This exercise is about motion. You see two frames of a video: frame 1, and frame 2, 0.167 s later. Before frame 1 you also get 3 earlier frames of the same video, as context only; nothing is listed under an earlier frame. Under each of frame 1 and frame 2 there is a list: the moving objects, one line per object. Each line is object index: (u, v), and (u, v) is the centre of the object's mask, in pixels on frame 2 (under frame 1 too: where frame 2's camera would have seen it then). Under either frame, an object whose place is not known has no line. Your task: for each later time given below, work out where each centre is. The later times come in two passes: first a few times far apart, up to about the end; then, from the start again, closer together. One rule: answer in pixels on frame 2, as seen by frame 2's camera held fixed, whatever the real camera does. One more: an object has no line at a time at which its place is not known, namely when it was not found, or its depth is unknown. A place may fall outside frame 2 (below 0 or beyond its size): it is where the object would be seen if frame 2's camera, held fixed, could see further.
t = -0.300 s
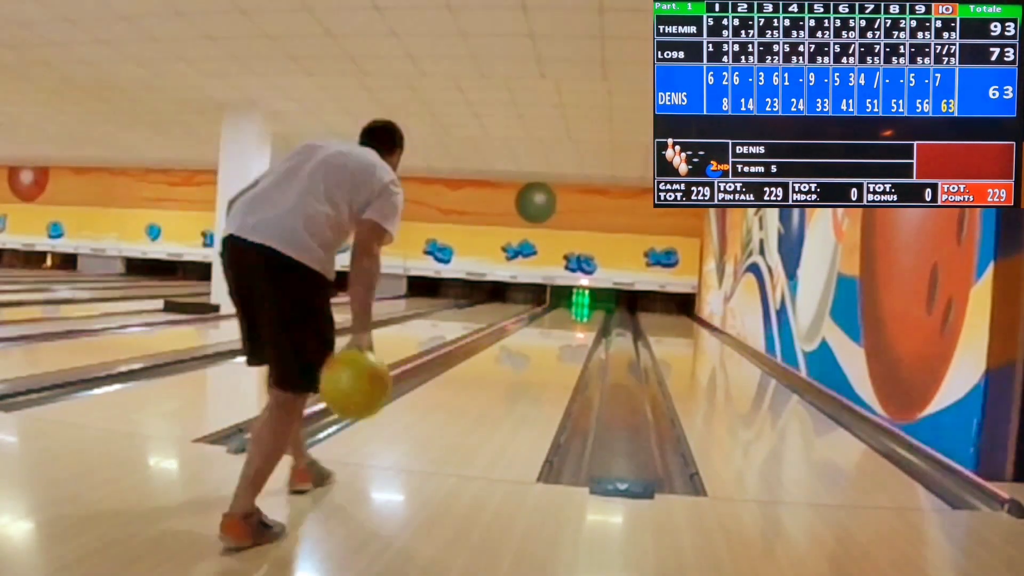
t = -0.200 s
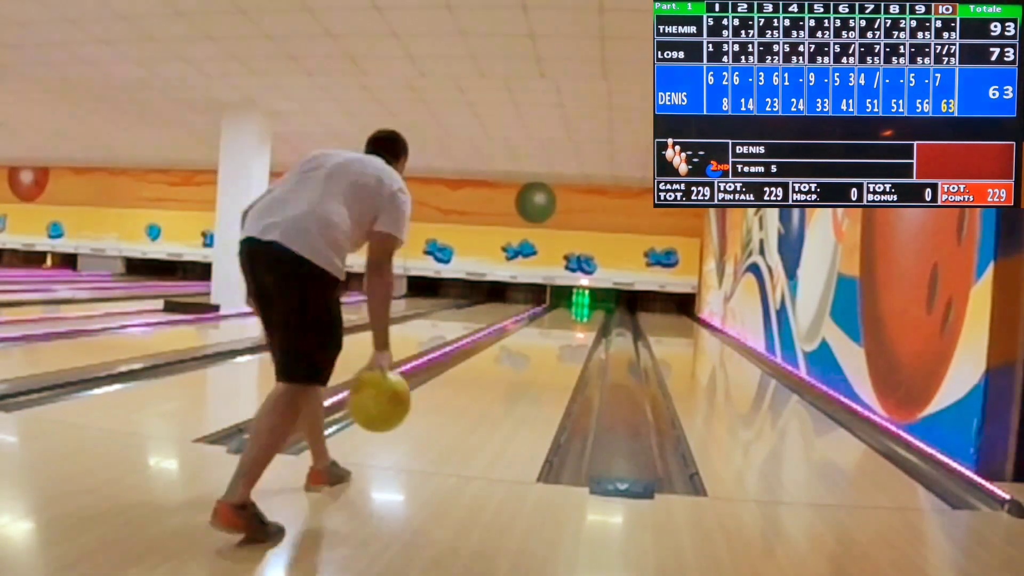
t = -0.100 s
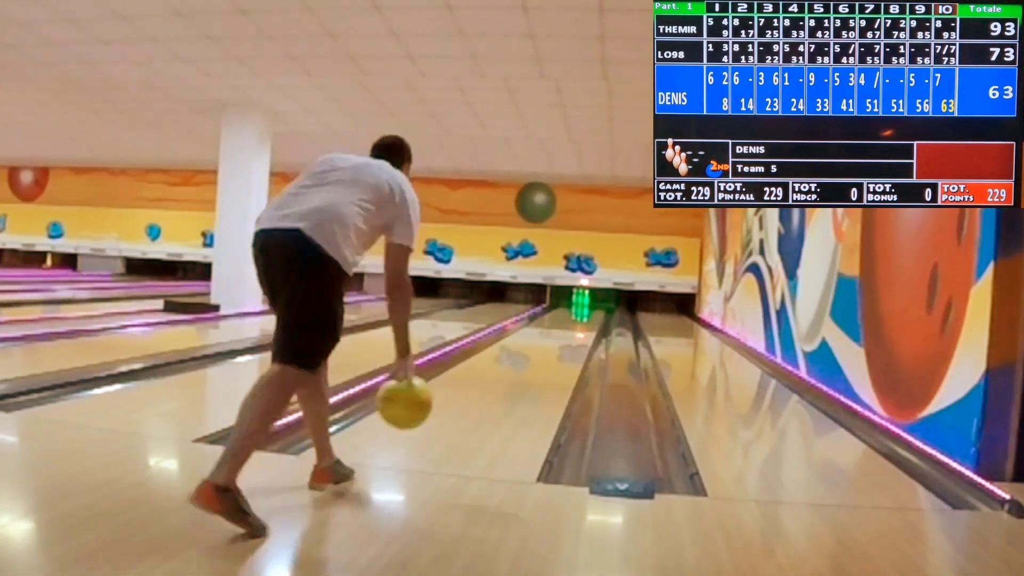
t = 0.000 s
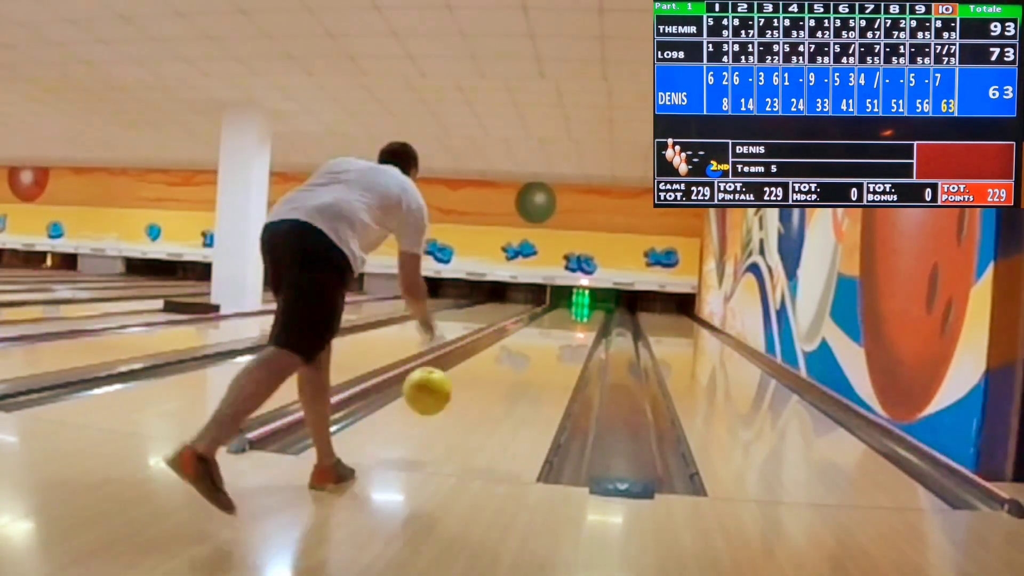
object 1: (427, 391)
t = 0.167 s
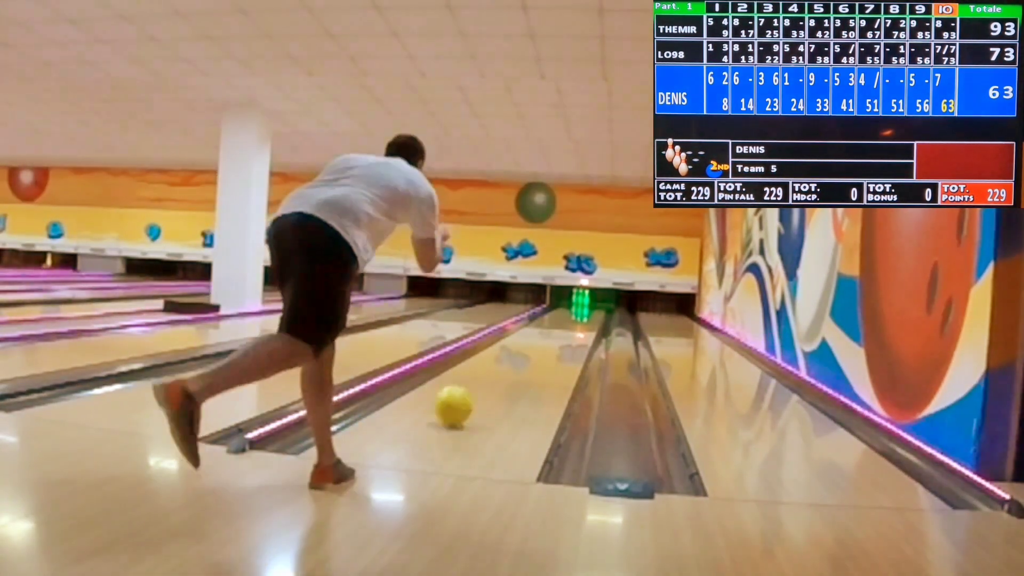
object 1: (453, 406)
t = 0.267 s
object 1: (466, 387)
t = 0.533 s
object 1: (489, 368)
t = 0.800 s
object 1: (504, 352)
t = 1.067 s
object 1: (514, 340)
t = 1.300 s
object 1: (522, 332)
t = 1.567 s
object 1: (529, 325)
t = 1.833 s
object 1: (534, 320)
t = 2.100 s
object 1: (538, 316)
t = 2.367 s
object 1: (541, 313)
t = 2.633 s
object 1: (542, 310)
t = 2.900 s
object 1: (541, 310)
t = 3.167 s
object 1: (546, 308)
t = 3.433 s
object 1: (549, 307)
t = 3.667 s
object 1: (552, 305)
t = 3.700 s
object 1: (552, 305)
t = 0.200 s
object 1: (458, 397)
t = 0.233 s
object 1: (462, 392)
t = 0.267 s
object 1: (466, 387)
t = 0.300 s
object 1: (469, 386)
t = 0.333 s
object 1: (473, 385)
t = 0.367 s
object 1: (476, 382)
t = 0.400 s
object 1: (479, 379)
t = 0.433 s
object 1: (481, 377)
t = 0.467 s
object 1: (484, 373)
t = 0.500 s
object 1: (486, 371)
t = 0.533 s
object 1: (489, 368)
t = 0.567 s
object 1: (491, 365)
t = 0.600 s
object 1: (493, 363)
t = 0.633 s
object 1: (495, 361)
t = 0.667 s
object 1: (498, 358)
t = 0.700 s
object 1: (500, 358)
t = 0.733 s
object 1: (501, 355)
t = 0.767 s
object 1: (503, 354)
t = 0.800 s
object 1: (504, 352)
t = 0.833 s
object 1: (506, 350)
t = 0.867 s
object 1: (507, 349)
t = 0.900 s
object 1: (508, 347)
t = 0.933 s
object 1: (510, 346)
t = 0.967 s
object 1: (511, 344)
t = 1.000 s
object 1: (512, 343)
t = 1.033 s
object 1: (513, 341)
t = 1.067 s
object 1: (514, 340)
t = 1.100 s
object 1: (515, 339)
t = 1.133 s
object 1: (517, 337)
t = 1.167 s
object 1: (518, 336)
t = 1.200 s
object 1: (519, 335)
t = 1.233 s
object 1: (520, 334)
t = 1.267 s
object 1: (521, 333)
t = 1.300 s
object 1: (522, 332)
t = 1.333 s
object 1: (523, 331)
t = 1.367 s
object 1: (524, 330)
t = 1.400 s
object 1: (525, 330)
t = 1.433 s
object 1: (525, 329)
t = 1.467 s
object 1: (527, 327)
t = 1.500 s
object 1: (527, 327)
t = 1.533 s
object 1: (528, 326)
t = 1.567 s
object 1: (529, 325)
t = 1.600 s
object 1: (529, 325)
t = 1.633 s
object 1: (530, 324)
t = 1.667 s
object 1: (531, 323)
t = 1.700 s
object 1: (531, 323)
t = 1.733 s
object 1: (532, 322)
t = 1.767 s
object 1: (533, 321)
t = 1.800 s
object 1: (533, 320)
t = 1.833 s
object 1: (534, 320)
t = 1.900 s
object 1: (534, 320)
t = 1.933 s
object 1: (535, 319)
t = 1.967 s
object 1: (536, 318)
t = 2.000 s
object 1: (537, 318)
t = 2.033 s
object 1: (537, 318)
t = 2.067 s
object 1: (537, 317)
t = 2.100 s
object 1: (538, 316)
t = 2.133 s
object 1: (538, 316)
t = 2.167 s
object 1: (538, 316)
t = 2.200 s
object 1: (539, 315)
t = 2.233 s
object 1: (539, 315)
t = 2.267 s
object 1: (539, 315)
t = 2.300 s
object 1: (540, 314)
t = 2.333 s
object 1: (540, 314)
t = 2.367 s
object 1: (541, 313)
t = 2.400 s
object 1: (541, 312)
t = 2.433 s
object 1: (541, 312)
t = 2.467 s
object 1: (541, 312)
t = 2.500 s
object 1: (542, 312)
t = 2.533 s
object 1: (542, 311)
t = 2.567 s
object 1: (542, 311)
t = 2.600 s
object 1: (542, 311)
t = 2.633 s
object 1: (542, 310)
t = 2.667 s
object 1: (543, 310)
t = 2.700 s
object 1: (543, 309)
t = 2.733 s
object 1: (542, 310)
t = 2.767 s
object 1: (542, 310)
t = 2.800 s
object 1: (542, 310)
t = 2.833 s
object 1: (541, 311)
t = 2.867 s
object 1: (541, 311)
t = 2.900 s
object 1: (541, 310)
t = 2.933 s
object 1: (542, 310)
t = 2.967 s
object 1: (543, 309)
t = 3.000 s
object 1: (543, 309)
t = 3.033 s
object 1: (544, 309)
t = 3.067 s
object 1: (544, 309)
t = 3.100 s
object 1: (544, 309)
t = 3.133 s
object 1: (545, 308)
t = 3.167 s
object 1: (546, 308)
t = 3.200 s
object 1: (546, 308)
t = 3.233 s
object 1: (547, 308)
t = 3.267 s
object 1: (547, 308)
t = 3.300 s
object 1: (547, 308)
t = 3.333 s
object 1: (548, 308)
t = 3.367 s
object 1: (548, 307)
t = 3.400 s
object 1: (548, 307)
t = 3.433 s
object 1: (549, 307)
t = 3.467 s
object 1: (549, 307)
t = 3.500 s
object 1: (549, 307)
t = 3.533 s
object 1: (550, 306)
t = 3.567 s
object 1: (551, 306)
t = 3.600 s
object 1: (551, 306)
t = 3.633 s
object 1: (551, 306)
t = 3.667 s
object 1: (552, 305)
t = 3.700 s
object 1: (552, 305)
